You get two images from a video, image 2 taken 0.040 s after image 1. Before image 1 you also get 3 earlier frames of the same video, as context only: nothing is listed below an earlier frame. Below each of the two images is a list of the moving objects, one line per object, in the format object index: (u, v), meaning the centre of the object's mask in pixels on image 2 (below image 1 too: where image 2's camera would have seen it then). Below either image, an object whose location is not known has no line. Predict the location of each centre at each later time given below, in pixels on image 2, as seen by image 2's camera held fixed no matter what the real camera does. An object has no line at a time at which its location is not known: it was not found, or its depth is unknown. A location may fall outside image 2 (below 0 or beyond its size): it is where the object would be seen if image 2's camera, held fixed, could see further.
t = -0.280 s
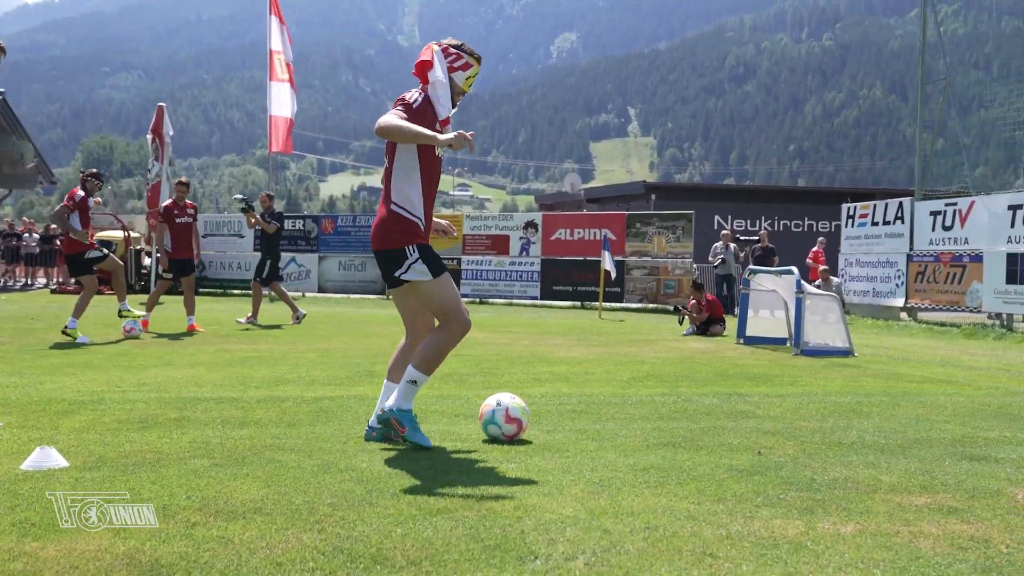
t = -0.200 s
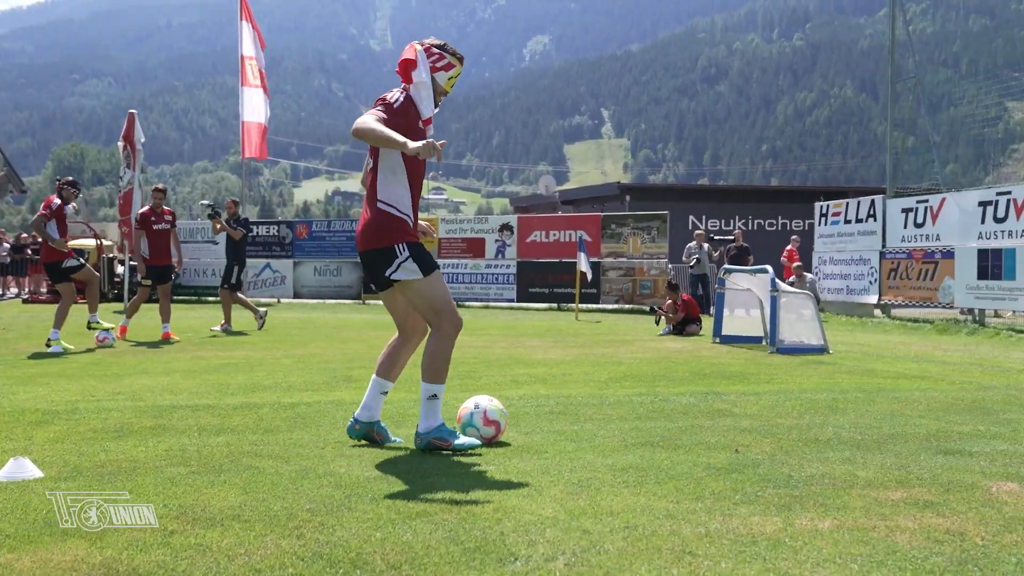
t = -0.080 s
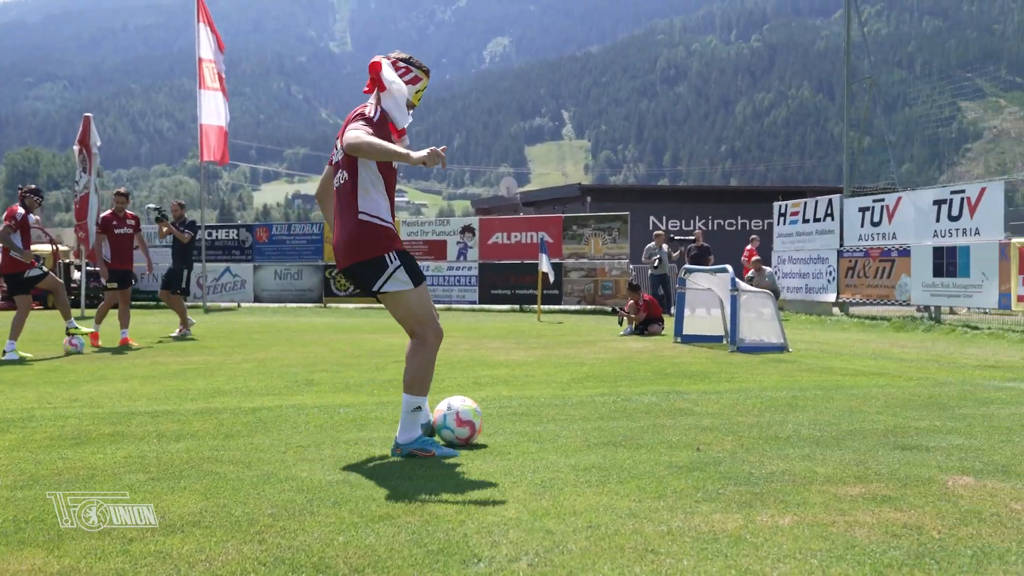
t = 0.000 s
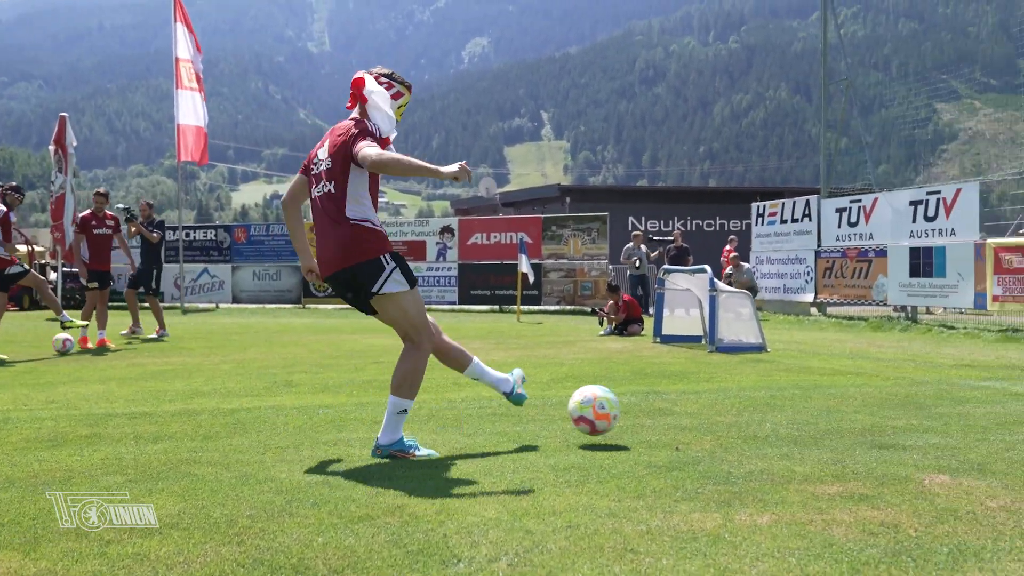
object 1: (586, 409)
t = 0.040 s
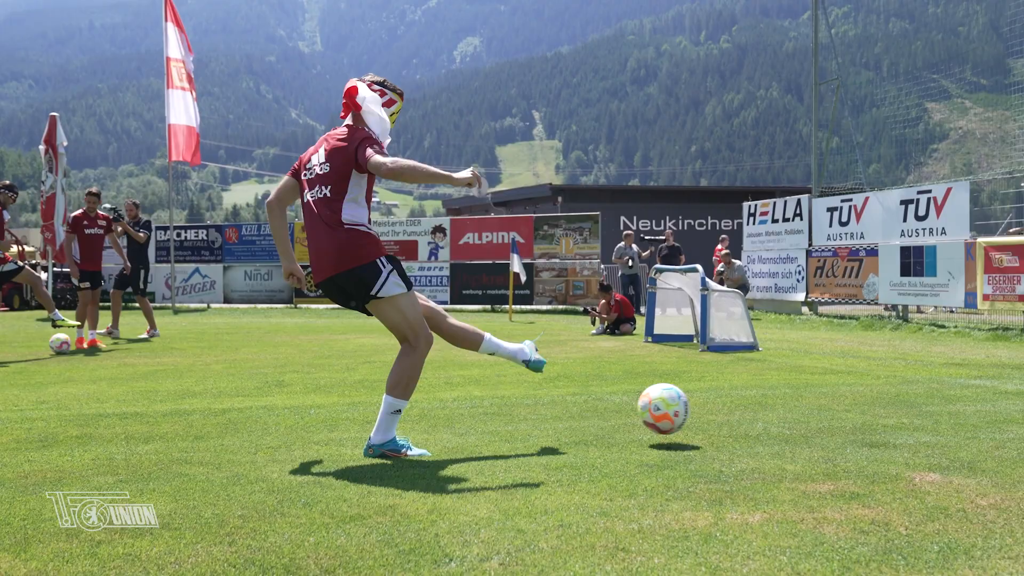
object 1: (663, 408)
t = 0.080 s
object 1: (742, 411)
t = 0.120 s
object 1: (819, 417)
